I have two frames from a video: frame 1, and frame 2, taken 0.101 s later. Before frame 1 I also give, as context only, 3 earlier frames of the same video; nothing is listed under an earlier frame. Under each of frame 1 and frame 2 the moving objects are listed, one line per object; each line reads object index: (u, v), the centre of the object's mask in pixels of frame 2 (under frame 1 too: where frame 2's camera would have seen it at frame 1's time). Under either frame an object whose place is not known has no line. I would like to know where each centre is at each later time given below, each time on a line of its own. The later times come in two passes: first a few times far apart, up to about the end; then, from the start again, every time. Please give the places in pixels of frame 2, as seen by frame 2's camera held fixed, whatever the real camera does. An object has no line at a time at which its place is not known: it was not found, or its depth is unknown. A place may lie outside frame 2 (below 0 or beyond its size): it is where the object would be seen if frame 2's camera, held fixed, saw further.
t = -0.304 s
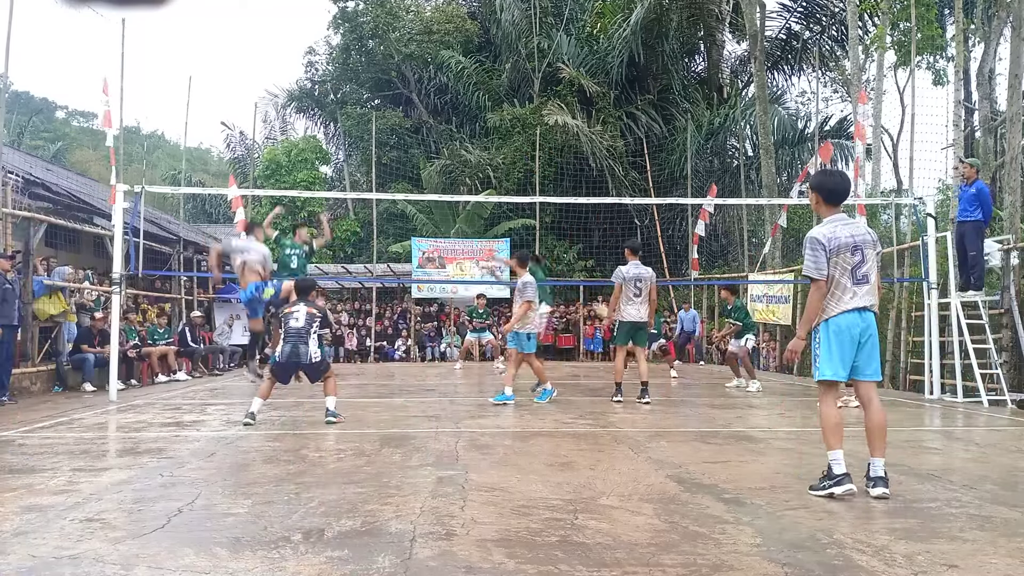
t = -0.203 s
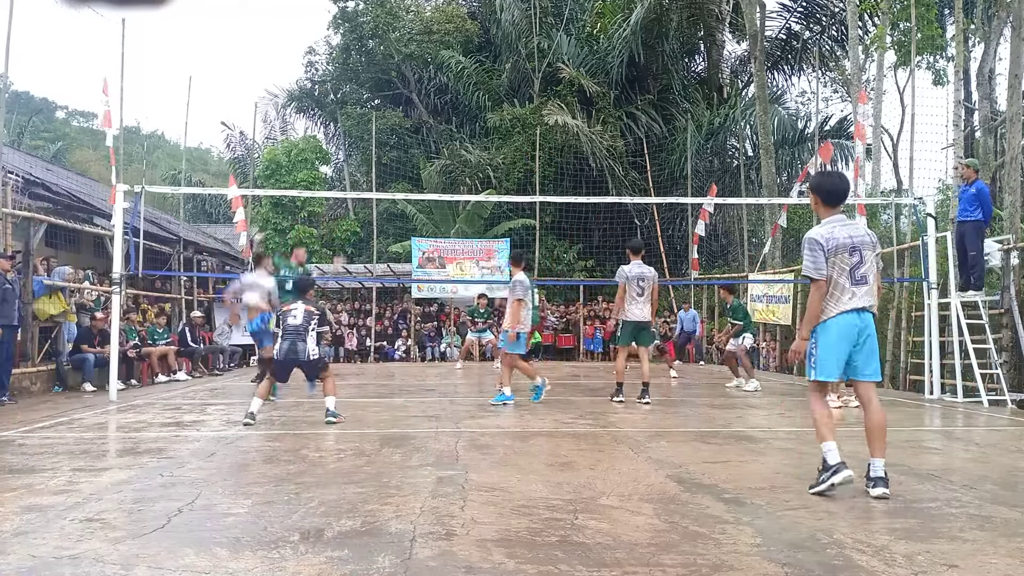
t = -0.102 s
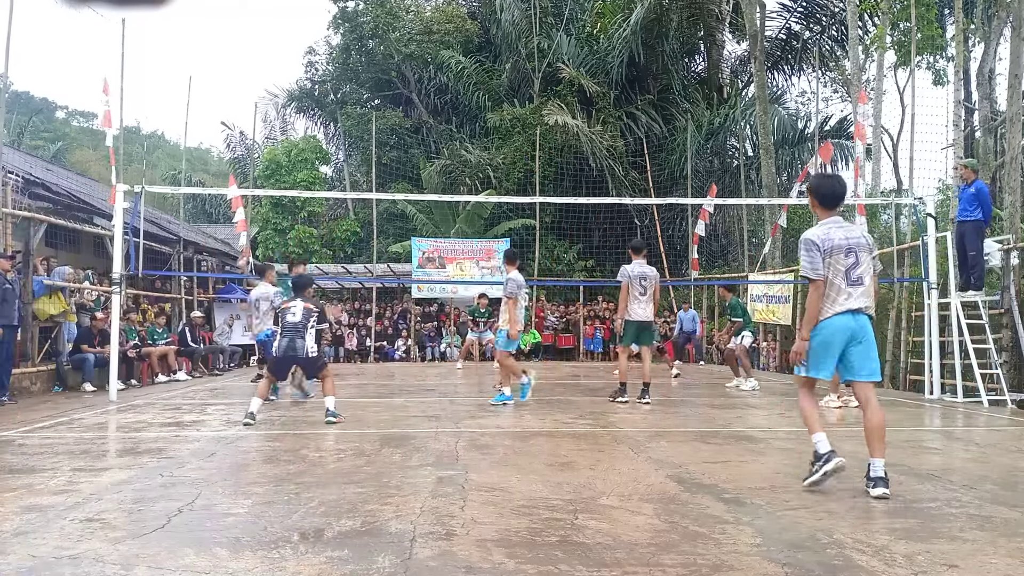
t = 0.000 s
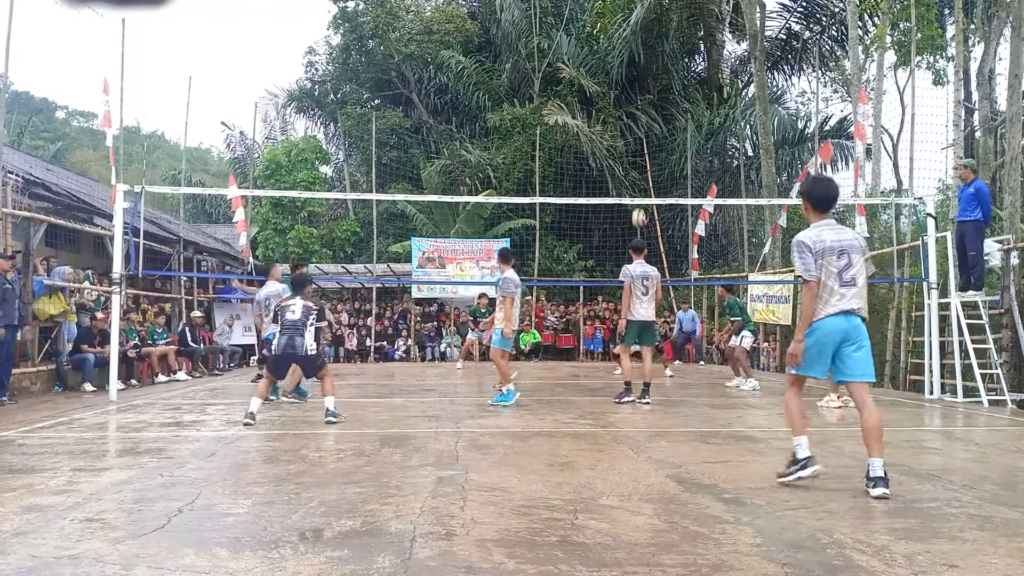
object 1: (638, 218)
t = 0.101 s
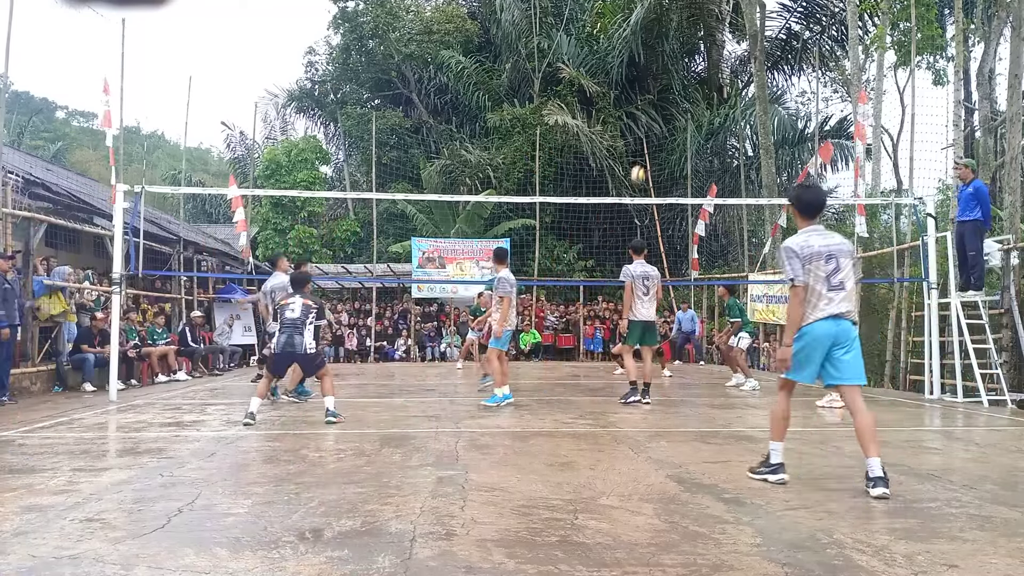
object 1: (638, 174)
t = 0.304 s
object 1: (638, 102)
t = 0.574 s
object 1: (640, 38)
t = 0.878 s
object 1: (645, 21)
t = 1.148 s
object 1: (652, 65)
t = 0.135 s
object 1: (638, 162)
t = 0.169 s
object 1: (638, 148)
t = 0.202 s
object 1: (637, 136)
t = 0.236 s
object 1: (638, 125)
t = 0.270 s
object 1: (638, 113)
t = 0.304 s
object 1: (638, 102)
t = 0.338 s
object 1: (638, 93)
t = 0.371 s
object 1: (639, 84)
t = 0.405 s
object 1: (638, 74)
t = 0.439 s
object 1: (639, 66)
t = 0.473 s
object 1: (639, 58)
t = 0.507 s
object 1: (639, 51)
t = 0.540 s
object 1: (640, 44)
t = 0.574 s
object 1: (640, 38)
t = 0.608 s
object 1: (640, 34)
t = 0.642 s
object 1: (641, 29)
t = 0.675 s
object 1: (641, 26)
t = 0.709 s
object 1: (642, 23)
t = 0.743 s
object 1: (642, 21)
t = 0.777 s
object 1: (643, 20)
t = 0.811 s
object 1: (644, 19)
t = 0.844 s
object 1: (644, 19)
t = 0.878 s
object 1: (645, 21)
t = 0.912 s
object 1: (646, 23)
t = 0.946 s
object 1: (647, 27)
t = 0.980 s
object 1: (647, 29)
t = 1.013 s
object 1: (648, 34)
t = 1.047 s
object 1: (649, 40)
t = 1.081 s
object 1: (650, 47)
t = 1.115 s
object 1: (651, 56)
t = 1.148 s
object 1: (652, 65)
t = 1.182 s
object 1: (653, 74)
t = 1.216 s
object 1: (654, 85)
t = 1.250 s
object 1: (655, 99)
